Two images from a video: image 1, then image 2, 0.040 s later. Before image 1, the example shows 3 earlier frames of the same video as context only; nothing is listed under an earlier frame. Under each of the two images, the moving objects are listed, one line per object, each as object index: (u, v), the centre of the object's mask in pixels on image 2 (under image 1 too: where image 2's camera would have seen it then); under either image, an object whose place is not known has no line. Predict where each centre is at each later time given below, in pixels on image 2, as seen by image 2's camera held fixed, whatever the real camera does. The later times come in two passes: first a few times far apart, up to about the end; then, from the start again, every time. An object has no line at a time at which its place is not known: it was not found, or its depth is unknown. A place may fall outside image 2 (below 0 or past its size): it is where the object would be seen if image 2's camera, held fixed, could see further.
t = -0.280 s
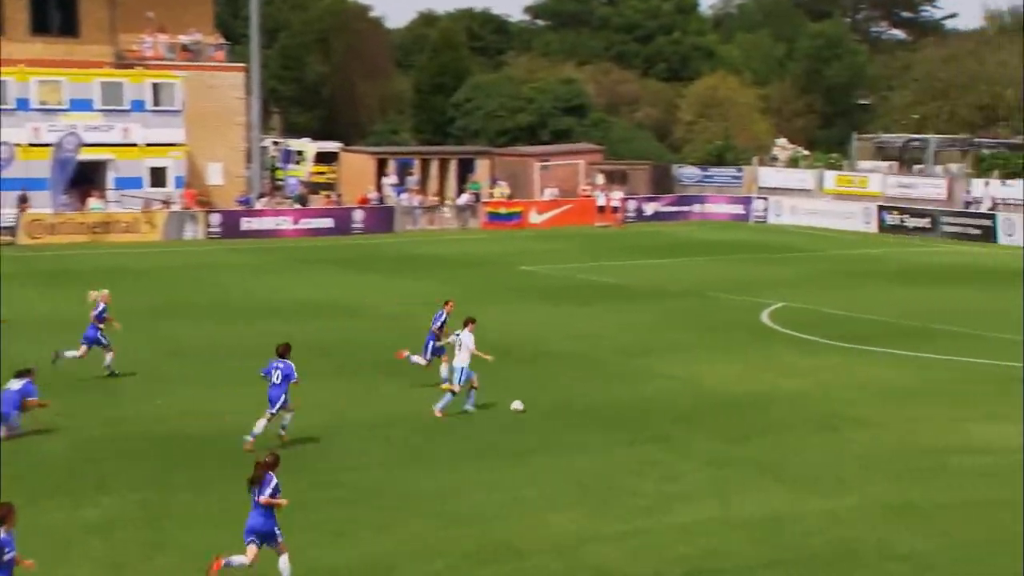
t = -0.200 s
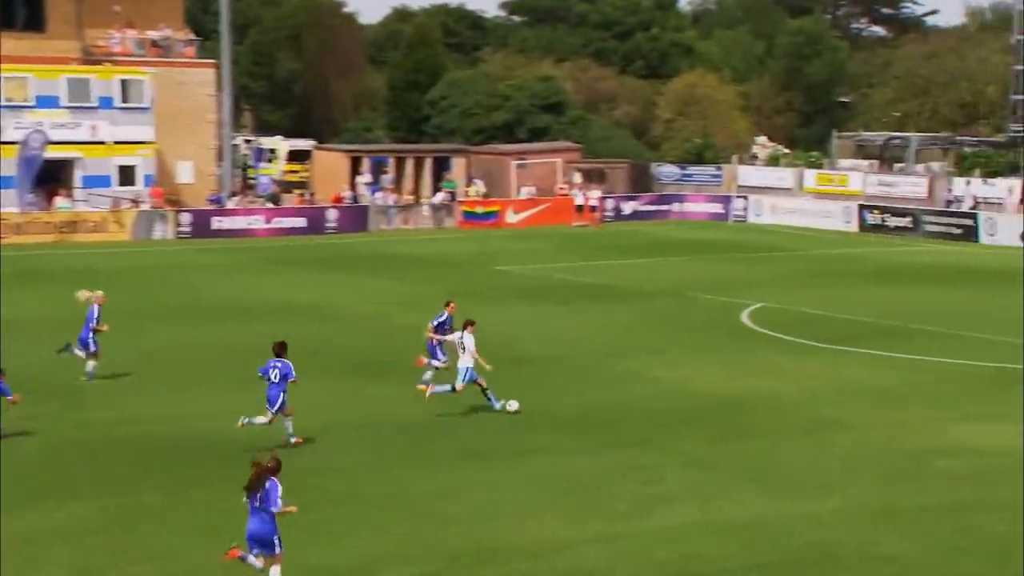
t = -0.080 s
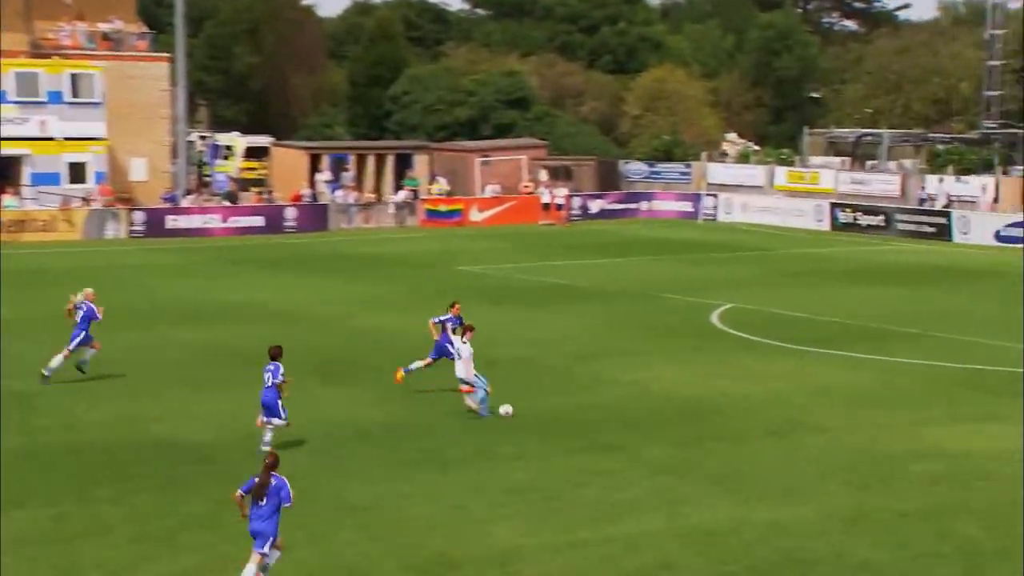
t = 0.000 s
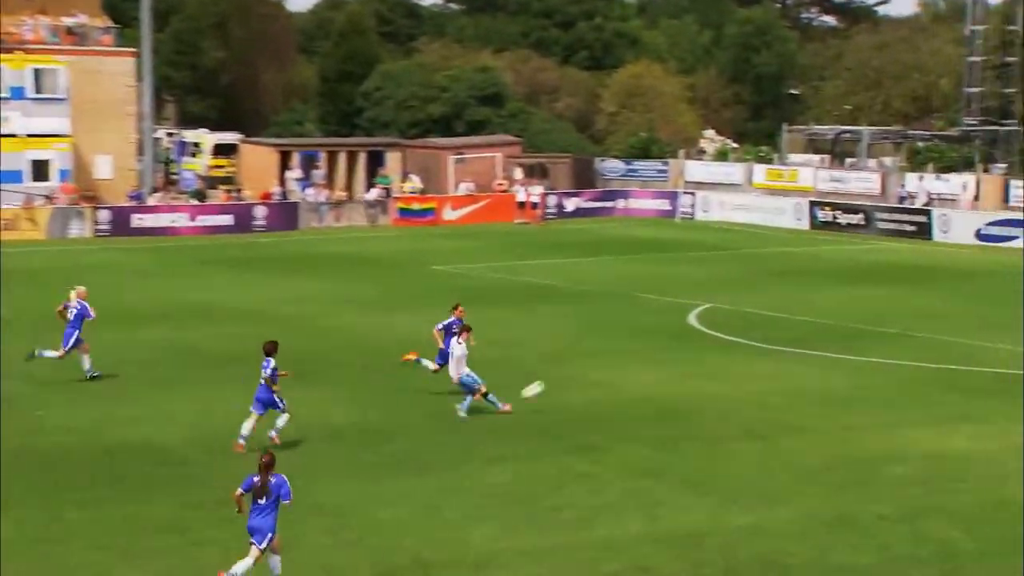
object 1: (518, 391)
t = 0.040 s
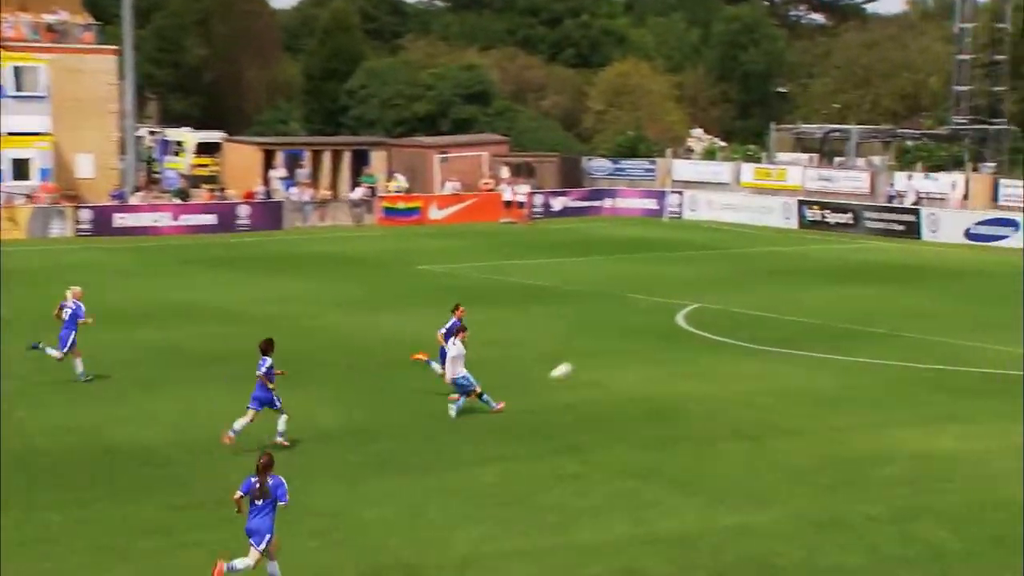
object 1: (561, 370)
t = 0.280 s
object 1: (777, 273)
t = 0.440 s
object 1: (897, 227)
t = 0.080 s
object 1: (601, 351)
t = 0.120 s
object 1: (639, 334)
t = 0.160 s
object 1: (675, 317)
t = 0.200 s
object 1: (711, 302)
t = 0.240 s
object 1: (744, 287)
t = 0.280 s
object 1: (777, 273)
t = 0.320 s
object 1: (808, 261)
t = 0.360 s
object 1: (838, 248)
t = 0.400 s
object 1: (868, 237)
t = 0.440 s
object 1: (897, 227)
